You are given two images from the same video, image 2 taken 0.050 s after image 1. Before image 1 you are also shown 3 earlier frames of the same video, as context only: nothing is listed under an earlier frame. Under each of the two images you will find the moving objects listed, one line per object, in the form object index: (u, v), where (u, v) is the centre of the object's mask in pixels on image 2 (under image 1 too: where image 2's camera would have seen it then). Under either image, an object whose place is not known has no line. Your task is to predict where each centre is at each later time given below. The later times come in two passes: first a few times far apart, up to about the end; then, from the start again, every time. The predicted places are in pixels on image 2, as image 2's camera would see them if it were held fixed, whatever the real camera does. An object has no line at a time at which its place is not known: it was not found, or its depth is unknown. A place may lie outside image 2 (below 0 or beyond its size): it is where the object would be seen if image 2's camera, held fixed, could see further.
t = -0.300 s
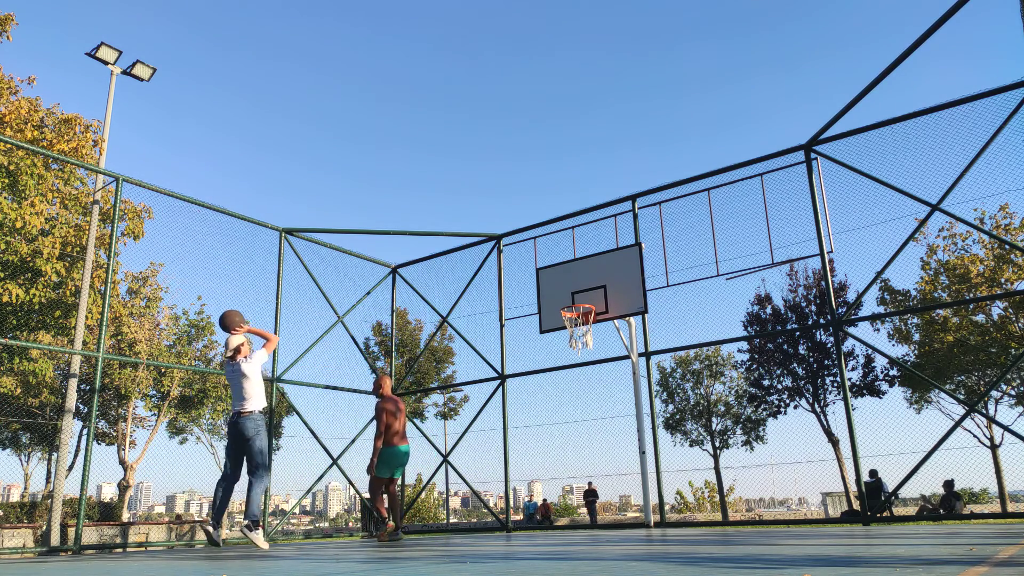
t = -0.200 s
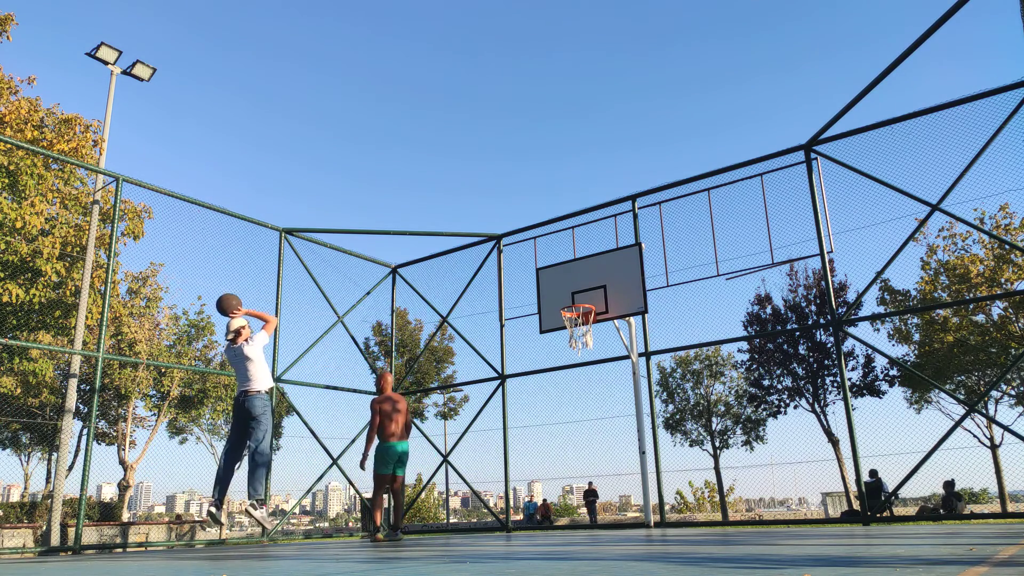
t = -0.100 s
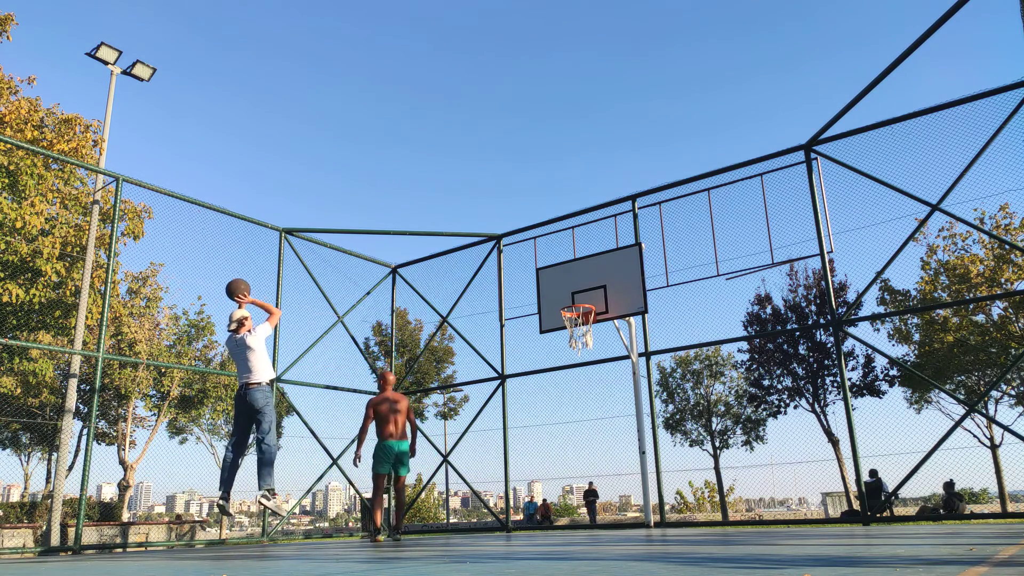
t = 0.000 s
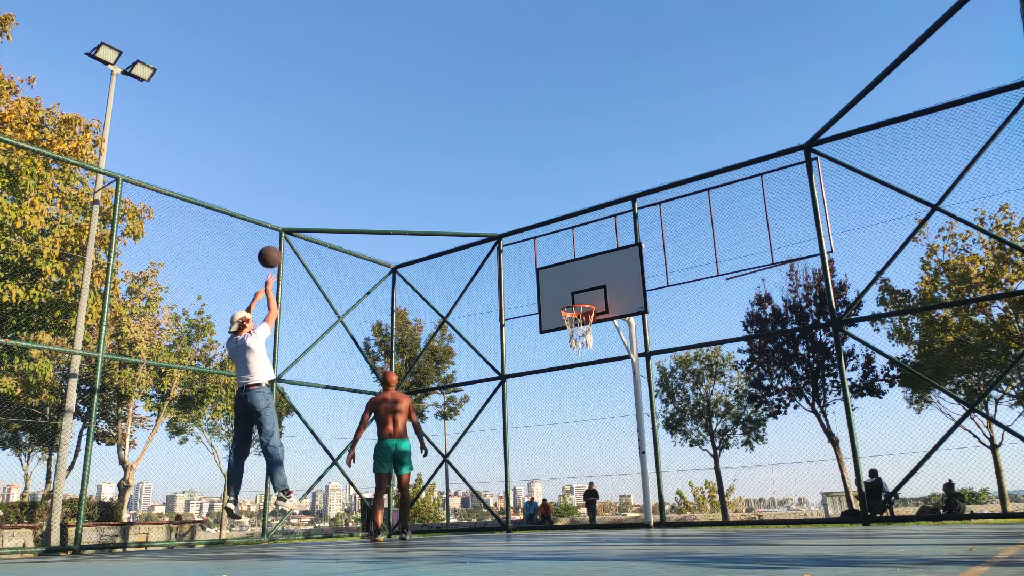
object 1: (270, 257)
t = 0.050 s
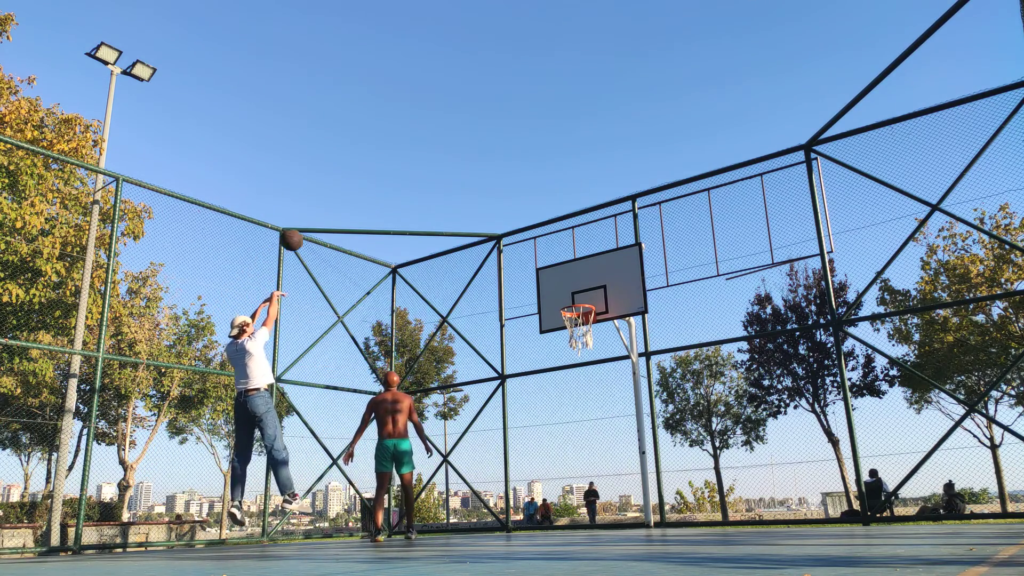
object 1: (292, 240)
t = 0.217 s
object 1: (356, 201)
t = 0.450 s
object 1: (432, 189)
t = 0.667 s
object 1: (493, 211)
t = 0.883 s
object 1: (549, 260)
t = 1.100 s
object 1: (579, 328)
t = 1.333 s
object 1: (565, 337)
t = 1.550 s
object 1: (555, 364)
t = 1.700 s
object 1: (549, 402)
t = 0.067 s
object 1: (298, 234)
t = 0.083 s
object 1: (305, 229)
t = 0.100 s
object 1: (312, 225)
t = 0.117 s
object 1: (319, 221)
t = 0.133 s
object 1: (325, 217)
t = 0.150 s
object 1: (332, 213)
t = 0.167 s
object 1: (338, 210)
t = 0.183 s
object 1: (344, 207)
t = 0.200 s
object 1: (350, 203)
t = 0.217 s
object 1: (356, 201)
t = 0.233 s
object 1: (362, 199)
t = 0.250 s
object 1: (368, 197)
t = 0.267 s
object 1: (374, 195)
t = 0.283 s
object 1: (379, 193)
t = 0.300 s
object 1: (385, 192)
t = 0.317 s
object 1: (390, 191)
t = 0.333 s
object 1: (396, 190)
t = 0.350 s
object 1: (401, 189)
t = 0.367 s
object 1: (406, 189)
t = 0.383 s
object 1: (412, 188)
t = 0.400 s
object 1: (417, 188)
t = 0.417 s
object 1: (422, 188)
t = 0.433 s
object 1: (427, 188)
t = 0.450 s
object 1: (432, 189)
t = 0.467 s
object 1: (437, 190)
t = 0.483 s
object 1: (442, 190)
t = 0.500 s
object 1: (447, 191)
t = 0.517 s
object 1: (452, 192)
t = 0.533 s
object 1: (457, 194)
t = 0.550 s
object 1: (461, 195)
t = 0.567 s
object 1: (466, 197)
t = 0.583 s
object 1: (470, 199)
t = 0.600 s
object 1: (475, 201)
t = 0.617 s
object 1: (480, 203)
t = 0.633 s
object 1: (484, 205)
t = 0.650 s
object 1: (489, 208)
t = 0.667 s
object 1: (493, 211)
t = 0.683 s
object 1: (498, 214)
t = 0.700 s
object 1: (502, 216)
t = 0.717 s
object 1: (506, 220)
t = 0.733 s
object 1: (510, 222)
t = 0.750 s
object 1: (515, 225)
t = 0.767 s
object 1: (519, 230)
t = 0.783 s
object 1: (524, 233)
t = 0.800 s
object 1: (528, 237)
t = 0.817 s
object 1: (532, 242)
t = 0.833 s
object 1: (536, 246)
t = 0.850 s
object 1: (541, 251)
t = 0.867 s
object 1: (545, 255)
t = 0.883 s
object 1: (549, 260)
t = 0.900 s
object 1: (553, 265)
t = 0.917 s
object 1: (557, 270)
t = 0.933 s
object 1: (562, 276)
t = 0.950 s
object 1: (566, 281)
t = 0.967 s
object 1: (570, 287)
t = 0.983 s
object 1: (573, 292)
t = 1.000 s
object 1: (578, 297)
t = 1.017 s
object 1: (581, 301)
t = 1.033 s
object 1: (587, 311)
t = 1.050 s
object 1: (587, 316)
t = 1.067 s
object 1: (585, 318)
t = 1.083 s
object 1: (583, 321)
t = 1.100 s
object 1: (579, 328)
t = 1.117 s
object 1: (578, 337)
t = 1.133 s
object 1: (576, 338)
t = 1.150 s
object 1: (575, 338)
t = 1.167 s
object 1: (574, 338)
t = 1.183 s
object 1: (572, 337)
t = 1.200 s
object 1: (572, 336)
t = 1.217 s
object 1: (571, 335)
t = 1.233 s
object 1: (571, 334)
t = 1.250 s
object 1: (569, 334)
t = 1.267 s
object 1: (568, 334)
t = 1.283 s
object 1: (568, 335)
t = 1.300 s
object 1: (567, 335)
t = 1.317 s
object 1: (566, 336)
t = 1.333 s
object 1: (565, 337)
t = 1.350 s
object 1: (564, 338)
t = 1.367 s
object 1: (563, 339)
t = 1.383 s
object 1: (563, 341)
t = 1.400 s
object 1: (562, 342)
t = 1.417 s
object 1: (561, 344)
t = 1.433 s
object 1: (560, 346)
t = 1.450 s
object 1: (559, 348)
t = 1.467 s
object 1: (559, 350)
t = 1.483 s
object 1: (558, 353)
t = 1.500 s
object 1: (557, 355)
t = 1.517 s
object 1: (556, 358)
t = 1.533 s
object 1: (556, 361)
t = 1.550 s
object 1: (555, 364)
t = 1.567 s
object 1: (554, 368)
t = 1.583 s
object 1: (554, 371)
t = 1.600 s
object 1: (553, 375)
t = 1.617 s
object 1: (552, 379)
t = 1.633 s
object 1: (551, 383)
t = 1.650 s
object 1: (551, 388)
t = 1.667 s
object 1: (550, 392)
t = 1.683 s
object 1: (549, 397)
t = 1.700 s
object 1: (549, 402)
